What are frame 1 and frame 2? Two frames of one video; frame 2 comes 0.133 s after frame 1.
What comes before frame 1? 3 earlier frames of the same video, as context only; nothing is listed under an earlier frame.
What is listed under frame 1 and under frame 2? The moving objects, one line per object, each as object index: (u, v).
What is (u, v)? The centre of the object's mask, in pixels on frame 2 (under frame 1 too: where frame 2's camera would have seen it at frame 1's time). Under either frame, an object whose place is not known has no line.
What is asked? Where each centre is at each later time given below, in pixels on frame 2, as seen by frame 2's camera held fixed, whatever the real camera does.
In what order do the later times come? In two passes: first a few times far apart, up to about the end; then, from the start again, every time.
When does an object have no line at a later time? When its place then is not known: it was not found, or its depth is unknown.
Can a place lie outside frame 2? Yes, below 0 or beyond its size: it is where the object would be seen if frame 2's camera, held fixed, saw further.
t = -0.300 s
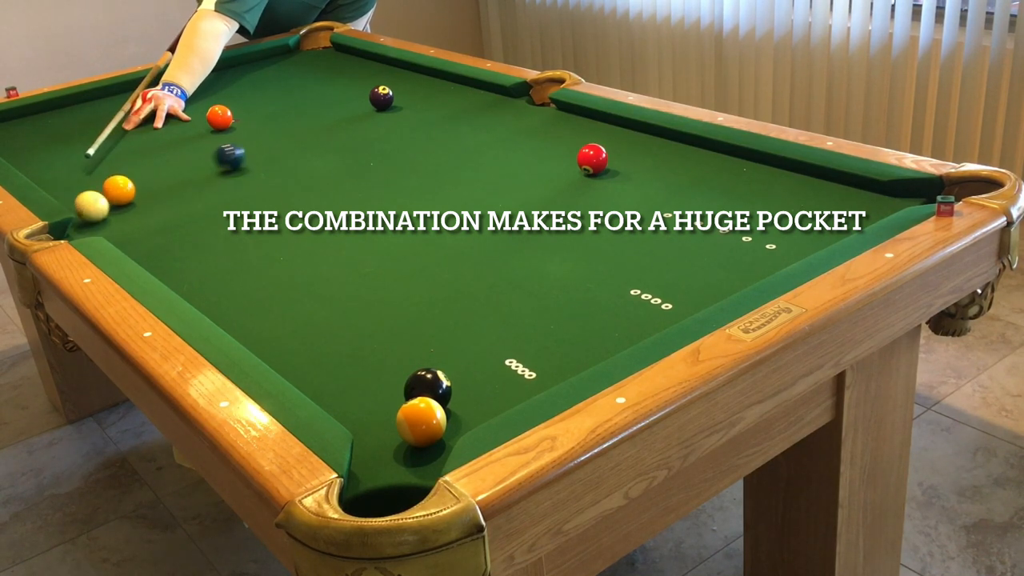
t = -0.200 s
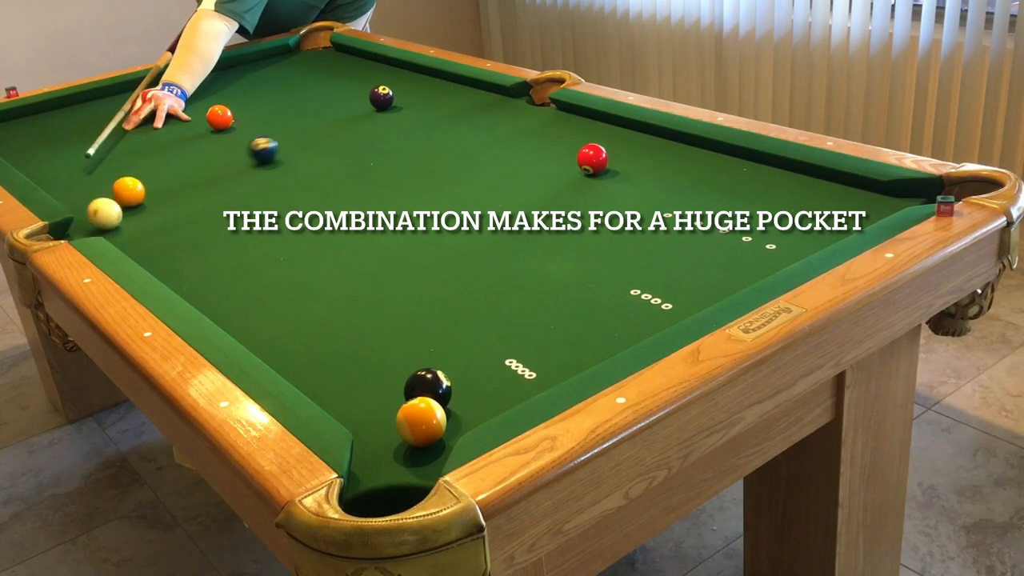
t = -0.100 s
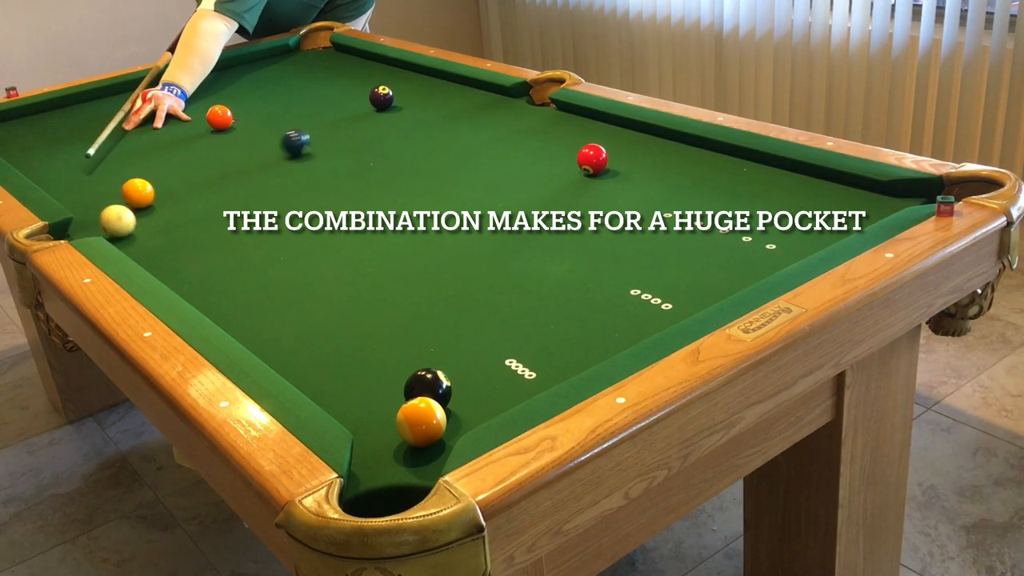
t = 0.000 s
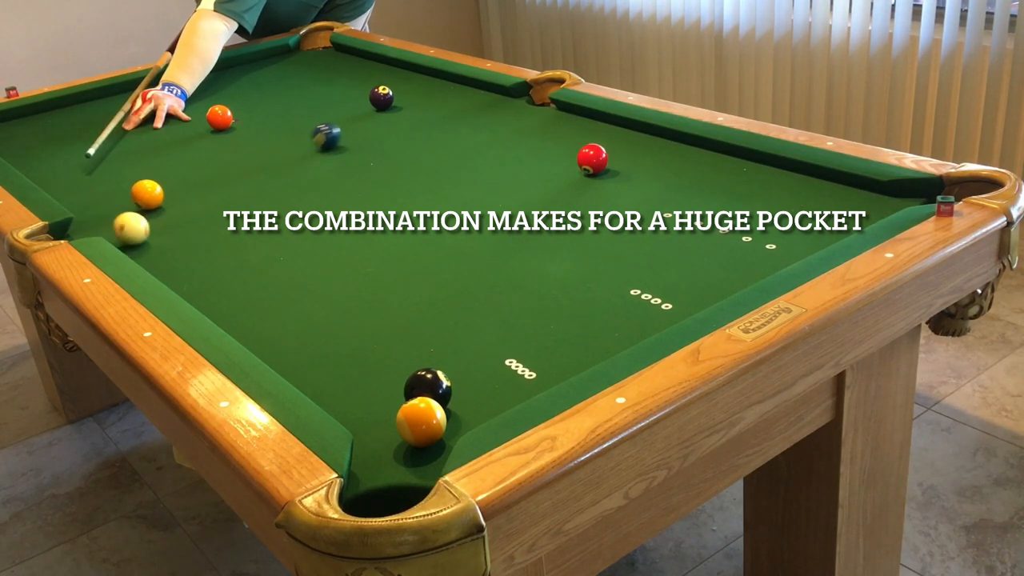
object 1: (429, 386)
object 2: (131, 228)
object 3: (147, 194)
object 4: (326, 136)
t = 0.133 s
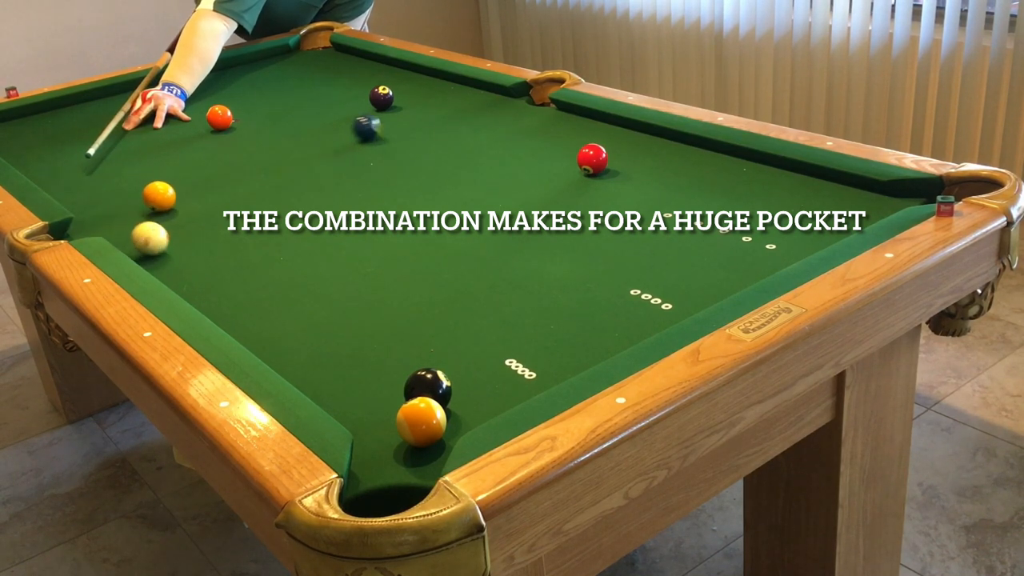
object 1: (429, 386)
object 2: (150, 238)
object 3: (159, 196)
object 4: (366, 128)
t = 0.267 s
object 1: (429, 386)
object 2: (169, 249)
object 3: (171, 197)
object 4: (404, 119)
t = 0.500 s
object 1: (429, 386)
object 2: (204, 268)
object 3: (190, 201)
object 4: (466, 105)
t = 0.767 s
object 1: (429, 386)
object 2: (246, 291)
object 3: (209, 203)
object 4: (530, 91)
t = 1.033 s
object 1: (429, 386)
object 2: (291, 315)
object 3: (226, 204)
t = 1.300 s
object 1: (429, 386)
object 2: (339, 341)
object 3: (242, 205)
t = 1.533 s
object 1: (429, 386)
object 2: (383, 364)
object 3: (253, 206)
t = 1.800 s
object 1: (452, 396)
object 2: (412, 376)
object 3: (265, 211)
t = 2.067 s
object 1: (485, 397)
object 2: (427, 379)
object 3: (273, 213)
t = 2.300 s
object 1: (505, 393)
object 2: (437, 381)
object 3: (279, 211)
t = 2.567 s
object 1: (509, 388)
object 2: (444, 382)
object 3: (284, 213)
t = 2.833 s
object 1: (511, 384)
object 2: (445, 382)
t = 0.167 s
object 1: (429, 386)
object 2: (155, 241)
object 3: (162, 196)
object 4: (375, 125)
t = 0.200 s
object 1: (429, 386)
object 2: (159, 243)
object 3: (165, 197)
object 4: (385, 123)
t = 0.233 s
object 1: (429, 386)
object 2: (164, 246)
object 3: (168, 197)
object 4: (395, 121)
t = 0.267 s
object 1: (429, 386)
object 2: (169, 249)
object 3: (171, 197)
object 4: (404, 119)
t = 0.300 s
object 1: (429, 386)
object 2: (174, 251)
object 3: (173, 198)
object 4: (413, 117)
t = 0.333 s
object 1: (429, 386)
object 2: (179, 254)
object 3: (176, 198)
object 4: (423, 115)
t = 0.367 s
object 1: (429, 386)
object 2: (184, 257)
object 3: (179, 199)
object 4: (432, 113)
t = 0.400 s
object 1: (429, 386)
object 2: (189, 259)
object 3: (182, 199)
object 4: (440, 111)
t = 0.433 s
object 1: (429, 386)
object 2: (194, 262)
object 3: (184, 200)
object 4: (448, 108)
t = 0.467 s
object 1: (429, 386)
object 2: (199, 265)
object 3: (187, 200)
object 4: (457, 107)
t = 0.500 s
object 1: (429, 386)
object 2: (204, 268)
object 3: (190, 201)
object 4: (466, 105)
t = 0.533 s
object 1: (429, 386)
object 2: (209, 271)
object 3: (192, 201)
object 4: (475, 103)
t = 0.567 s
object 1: (429, 386)
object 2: (214, 274)
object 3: (195, 201)
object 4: (483, 101)
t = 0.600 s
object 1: (429, 386)
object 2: (219, 277)
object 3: (197, 202)
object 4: (492, 99)
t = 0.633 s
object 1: (429, 386)
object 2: (224, 279)
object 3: (200, 202)
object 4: (499, 97)
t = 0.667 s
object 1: (429, 386)
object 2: (230, 282)
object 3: (202, 202)
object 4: (508, 96)
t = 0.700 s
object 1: (429, 386)
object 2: (235, 285)
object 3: (205, 203)
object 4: (516, 94)
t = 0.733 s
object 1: (429, 386)
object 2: (240, 288)
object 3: (207, 203)
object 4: (522, 92)
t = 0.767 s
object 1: (429, 386)
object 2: (246, 291)
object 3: (209, 203)
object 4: (530, 91)
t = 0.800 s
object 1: (429, 386)
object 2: (251, 294)
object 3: (211, 204)
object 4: (538, 95)
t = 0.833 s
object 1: (429, 386)
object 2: (257, 297)
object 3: (213, 204)
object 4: (542, 99)
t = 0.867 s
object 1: (429, 386)
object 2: (262, 300)
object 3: (215, 204)
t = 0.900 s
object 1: (429, 386)
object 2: (268, 303)
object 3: (218, 204)
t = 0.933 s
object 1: (429, 386)
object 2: (274, 306)
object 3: (220, 204)
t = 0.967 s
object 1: (429, 386)
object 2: (279, 309)
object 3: (222, 205)
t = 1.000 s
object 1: (429, 386)
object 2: (285, 312)
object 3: (224, 204)
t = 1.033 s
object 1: (429, 386)
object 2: (291, 315)
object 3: (226, 204)
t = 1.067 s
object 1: (429, 386)
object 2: (297, 319)
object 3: (228, 205)
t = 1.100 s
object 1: (429, 386)
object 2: (303, 322)
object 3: (230, 205)
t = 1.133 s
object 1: (429, 386)
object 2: (309, 325)
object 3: (232, 205)
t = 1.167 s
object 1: (429, 386)
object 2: (315, 328)
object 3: (235, 205)
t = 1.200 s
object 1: (429, 386)
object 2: (321, 331)
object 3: (237, 205)
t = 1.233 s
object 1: (429, 386)
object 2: (327, 334)
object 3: (239, 205)
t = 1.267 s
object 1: (429, 386)
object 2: (333, 338)
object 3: (241, 205)
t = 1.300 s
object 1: (429, 386)
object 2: (339, 341)
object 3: (242, 205)
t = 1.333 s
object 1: (429, 386)
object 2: (345, 344)
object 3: (244, 206)
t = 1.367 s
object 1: (429, 386)
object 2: (351, 348)
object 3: (245, 206)
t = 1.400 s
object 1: (429, 386)
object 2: (358, 351)
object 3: (246, 206)
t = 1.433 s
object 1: (429, 386)
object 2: (364, 354)
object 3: (249, 206)
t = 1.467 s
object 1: (429, 386)
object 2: (371, 358)
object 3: (251, 206)
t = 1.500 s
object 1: (429, 386)
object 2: (377, 361)
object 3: (252, 206)
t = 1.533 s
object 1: (429, 386)
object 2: (383, 364)
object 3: (253, 206)
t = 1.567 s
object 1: (429, 386)
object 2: (389, 367)
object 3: (255, 206)
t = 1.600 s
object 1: (429, 386)
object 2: (394, 370)
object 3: (256, 207)
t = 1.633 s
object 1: (431, 387)
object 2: (399, 372)
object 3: (257, 207)
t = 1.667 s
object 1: (437, 389)
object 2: (401, 372)
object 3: (259, 207)
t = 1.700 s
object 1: (441, 392)
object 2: (404, 373)
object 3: (260, 207)
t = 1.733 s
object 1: (445, 393)
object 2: (407, 374)
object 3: (262, 207)
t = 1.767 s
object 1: (449, 395)
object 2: (409, 375)
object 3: (263, 208)
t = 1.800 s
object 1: (452, 396)
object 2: (412, 376)
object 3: (265, 211)
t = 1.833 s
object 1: (456, 396)
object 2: (414, 376)
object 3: (266, 212)
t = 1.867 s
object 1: (460, 396)
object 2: (416, 376)
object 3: (267, 212)
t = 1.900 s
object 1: (464, 396)
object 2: (418, 377)
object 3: (269, 212)
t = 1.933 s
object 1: (469, 397)
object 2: (420, 377)
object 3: (270, 213)
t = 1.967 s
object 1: (473, 397)
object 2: (422, 378)
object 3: (271, 213)
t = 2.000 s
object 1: (477, 398)
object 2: (423, 378)
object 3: (271, 213)
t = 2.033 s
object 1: (481, 398)
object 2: (425, 378)
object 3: (272, 213)
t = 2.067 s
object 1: (485, 397)
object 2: (427, 379)
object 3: (273, 213)
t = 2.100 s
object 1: (488, 397)
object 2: (428, 379)
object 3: (274, 213)
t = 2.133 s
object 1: (492, 396)
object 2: (430, 379)
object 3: (275, 214)
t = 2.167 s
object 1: (495, 396)
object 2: (431, 380)
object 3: (276, 214)
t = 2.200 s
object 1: (498, 395)
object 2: (433, 380)
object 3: (276, 214)
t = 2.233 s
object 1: (502, 395)
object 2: (434, 380)
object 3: (278, 212)
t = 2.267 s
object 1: (505, 394)
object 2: (435, 380)
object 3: (278, 214)
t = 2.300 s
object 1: (505, 393)
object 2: (437, 381)
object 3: (279, 211)
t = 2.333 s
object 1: (506, 393)
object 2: (438, 381)
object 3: (280, 211)
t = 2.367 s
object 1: (506, 392)
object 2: (439, 381)
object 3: (280, 211)
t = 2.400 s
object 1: (507, 391)
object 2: (440, 381)
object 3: (280, 211)
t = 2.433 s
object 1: (507, 391)
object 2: (441, 381)
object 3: (281, 212)
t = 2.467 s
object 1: (507, 390)
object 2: (442, 381)
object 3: (281, 212)
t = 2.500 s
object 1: (508, 389)
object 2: (442, 382)
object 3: (284, 213)
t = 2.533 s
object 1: (508, 388)
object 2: (443, 381)
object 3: (284, 213)
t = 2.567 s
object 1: (509, 388)
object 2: (444, 382)
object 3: (284, 213)
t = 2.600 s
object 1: (509, 387)
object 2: (444, 382)
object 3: (285, 213)
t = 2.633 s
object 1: (510, 387)
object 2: (445, 382)
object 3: (285, 213)
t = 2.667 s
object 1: (510, 386)
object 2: (445, 382)
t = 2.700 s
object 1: (510, 386)
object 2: (445, 382)
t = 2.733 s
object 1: (510, 385)
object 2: (445, 382)
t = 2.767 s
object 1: (511, 385)
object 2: (445, 382)
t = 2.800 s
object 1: (511, 384)
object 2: (445, 382)
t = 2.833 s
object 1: (511, 384)
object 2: (445, 382)
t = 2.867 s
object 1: (511, 383)
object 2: (445, 382)
